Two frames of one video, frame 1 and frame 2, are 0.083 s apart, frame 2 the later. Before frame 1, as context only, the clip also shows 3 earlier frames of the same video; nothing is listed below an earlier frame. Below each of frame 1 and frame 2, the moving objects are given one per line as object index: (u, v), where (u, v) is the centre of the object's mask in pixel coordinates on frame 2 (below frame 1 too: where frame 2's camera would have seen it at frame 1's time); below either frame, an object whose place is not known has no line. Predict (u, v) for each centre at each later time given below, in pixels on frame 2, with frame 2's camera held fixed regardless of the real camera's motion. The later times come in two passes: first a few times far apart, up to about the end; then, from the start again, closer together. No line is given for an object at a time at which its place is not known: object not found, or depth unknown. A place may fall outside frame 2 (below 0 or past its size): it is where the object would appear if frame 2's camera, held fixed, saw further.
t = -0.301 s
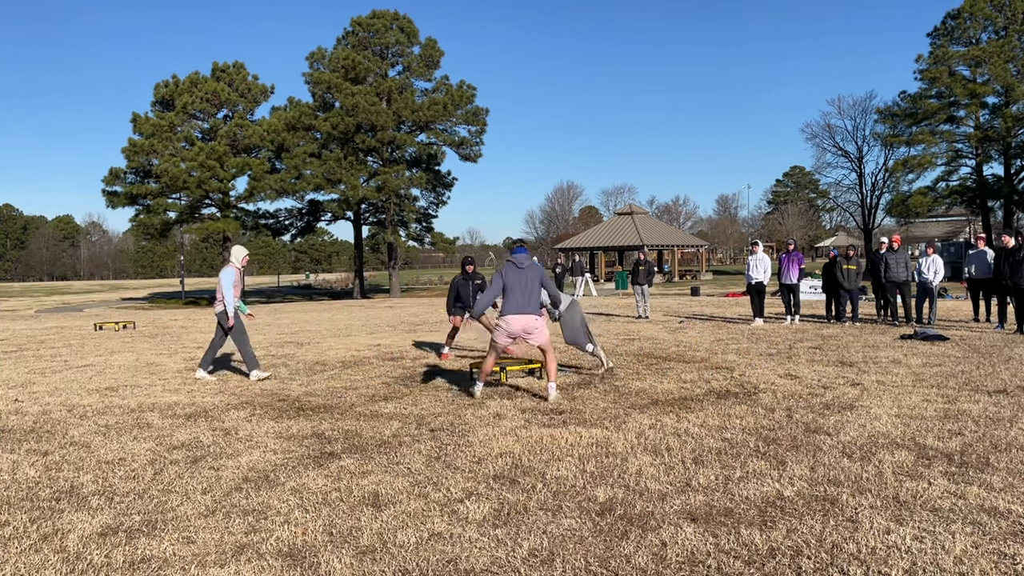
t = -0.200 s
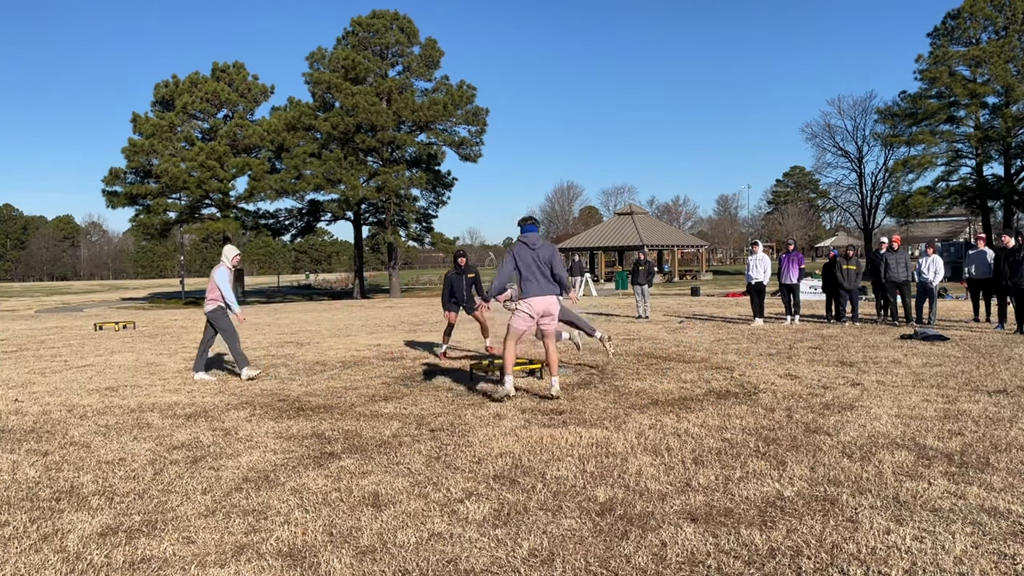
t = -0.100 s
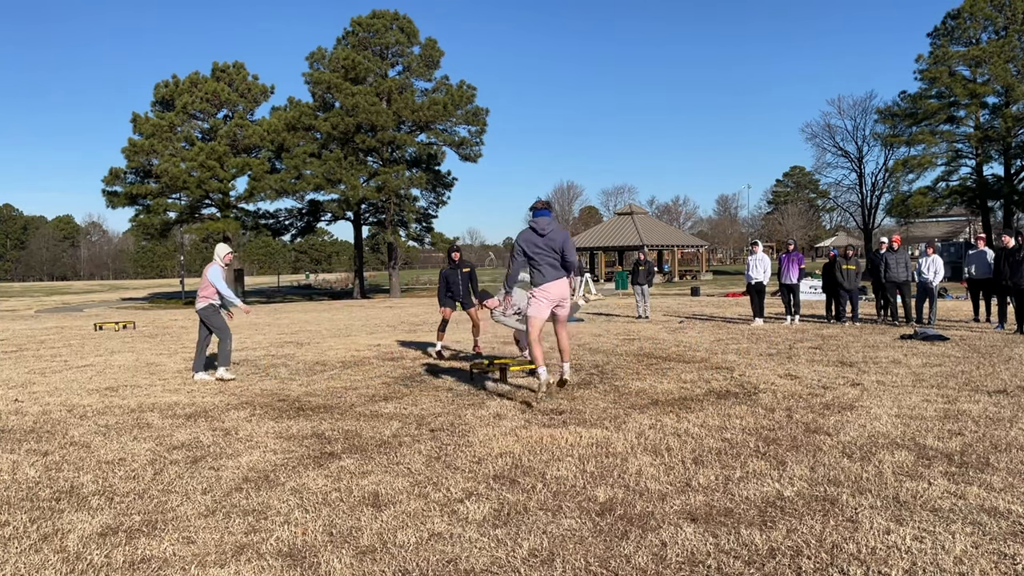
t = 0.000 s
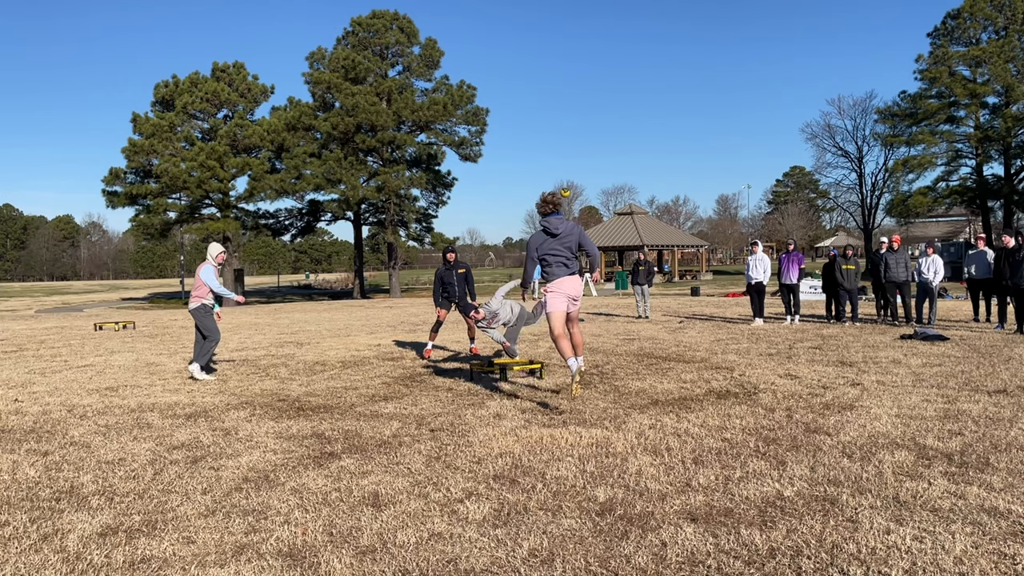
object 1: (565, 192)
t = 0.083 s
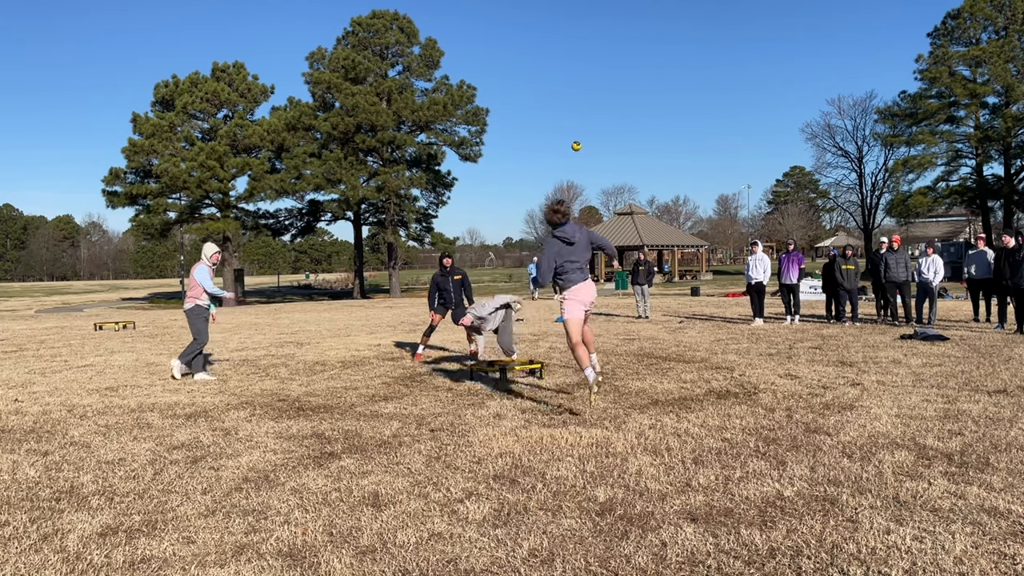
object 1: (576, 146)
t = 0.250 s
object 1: (601, 70)
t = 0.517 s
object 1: (645, 5)
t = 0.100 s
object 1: (578, 137)
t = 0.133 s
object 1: (583, 121)
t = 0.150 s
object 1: (586, 112)
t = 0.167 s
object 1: (588, 105)
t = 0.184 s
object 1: (590, 97)
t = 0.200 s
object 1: (593, 90)
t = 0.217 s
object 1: (596, 83)
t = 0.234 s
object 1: (598, 76)
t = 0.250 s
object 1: (601, 70)
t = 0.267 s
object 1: (603, 64)
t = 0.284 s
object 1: (606, 58)
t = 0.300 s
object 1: (609, 52)
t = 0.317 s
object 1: (611, 47)
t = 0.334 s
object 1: (614, 42)
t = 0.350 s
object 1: (617, 37)
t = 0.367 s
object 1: (619, 33)
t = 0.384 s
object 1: (622, 28)
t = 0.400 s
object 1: (625, 24)
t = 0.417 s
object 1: (628, 21)
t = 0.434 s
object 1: (630, 17)
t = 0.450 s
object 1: (633, 14)
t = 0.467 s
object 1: (636, 12)
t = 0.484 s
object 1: (639, 9)
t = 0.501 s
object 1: (642, 7)
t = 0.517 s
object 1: (645, 5)
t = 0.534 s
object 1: (648, 4)
